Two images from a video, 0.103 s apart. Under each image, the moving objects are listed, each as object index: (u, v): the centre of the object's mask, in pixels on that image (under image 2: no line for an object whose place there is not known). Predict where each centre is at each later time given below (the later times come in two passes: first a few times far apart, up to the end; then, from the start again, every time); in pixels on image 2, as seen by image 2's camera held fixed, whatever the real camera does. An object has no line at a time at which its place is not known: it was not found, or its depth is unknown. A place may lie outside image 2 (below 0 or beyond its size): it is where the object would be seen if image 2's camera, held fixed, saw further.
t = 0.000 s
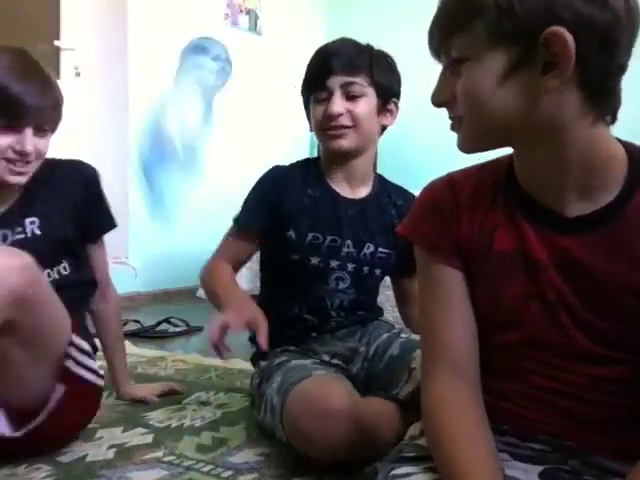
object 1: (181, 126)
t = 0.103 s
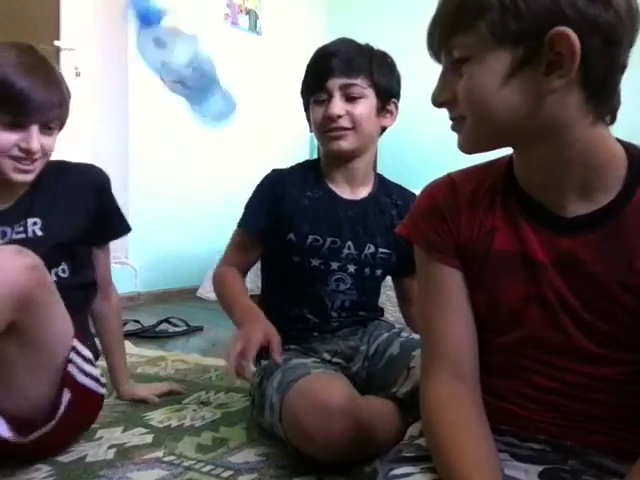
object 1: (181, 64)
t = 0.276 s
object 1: (205, 233)
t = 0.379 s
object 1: (213, 400)
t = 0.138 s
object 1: (187, 77)
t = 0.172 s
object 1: (194, 106)
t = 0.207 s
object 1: (199, 145)
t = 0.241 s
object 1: (202, 181)
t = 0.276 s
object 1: (205, 233)
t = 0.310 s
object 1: (209, 283)
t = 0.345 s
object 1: (211, 340)
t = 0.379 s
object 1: (213, 400)
